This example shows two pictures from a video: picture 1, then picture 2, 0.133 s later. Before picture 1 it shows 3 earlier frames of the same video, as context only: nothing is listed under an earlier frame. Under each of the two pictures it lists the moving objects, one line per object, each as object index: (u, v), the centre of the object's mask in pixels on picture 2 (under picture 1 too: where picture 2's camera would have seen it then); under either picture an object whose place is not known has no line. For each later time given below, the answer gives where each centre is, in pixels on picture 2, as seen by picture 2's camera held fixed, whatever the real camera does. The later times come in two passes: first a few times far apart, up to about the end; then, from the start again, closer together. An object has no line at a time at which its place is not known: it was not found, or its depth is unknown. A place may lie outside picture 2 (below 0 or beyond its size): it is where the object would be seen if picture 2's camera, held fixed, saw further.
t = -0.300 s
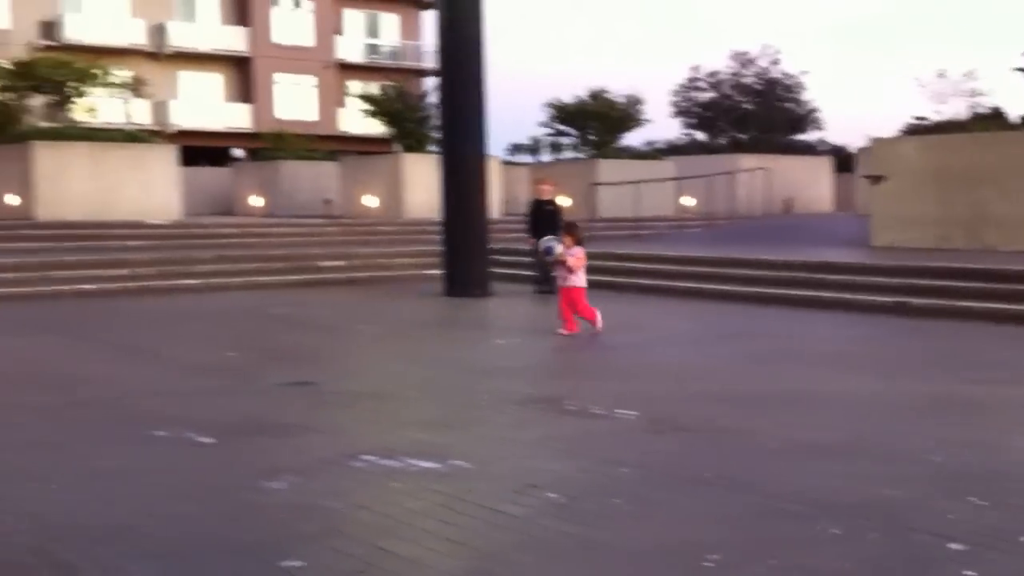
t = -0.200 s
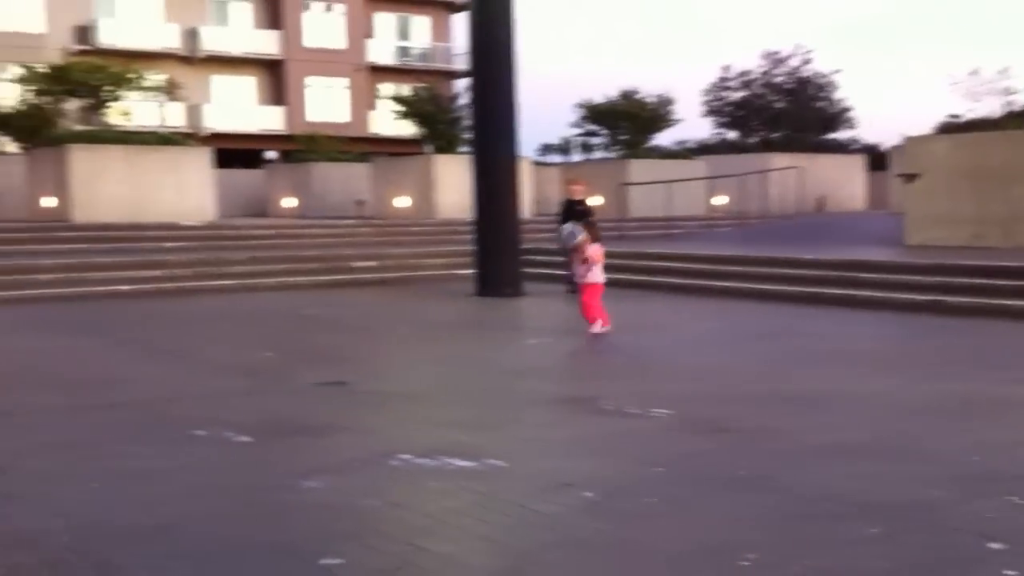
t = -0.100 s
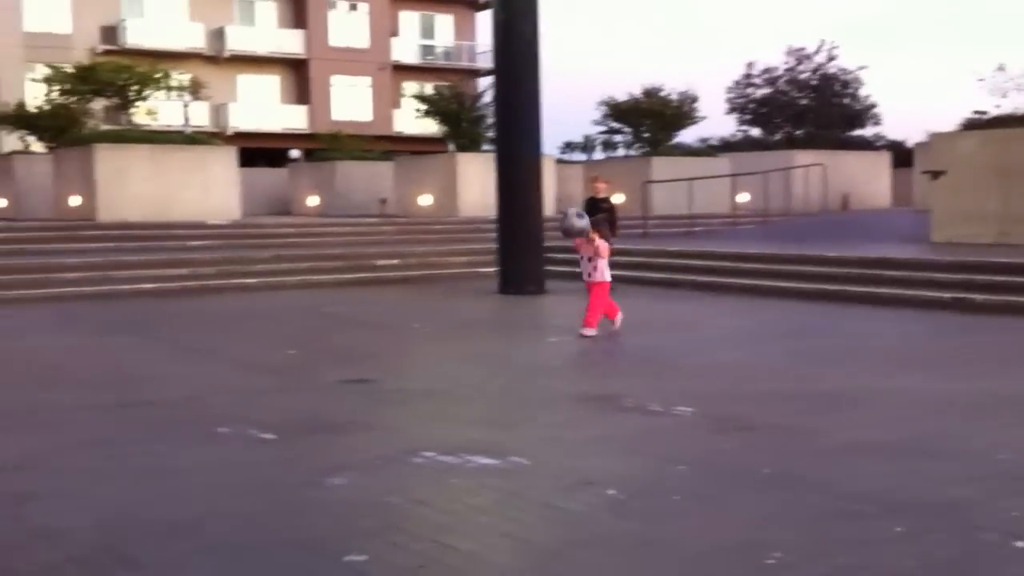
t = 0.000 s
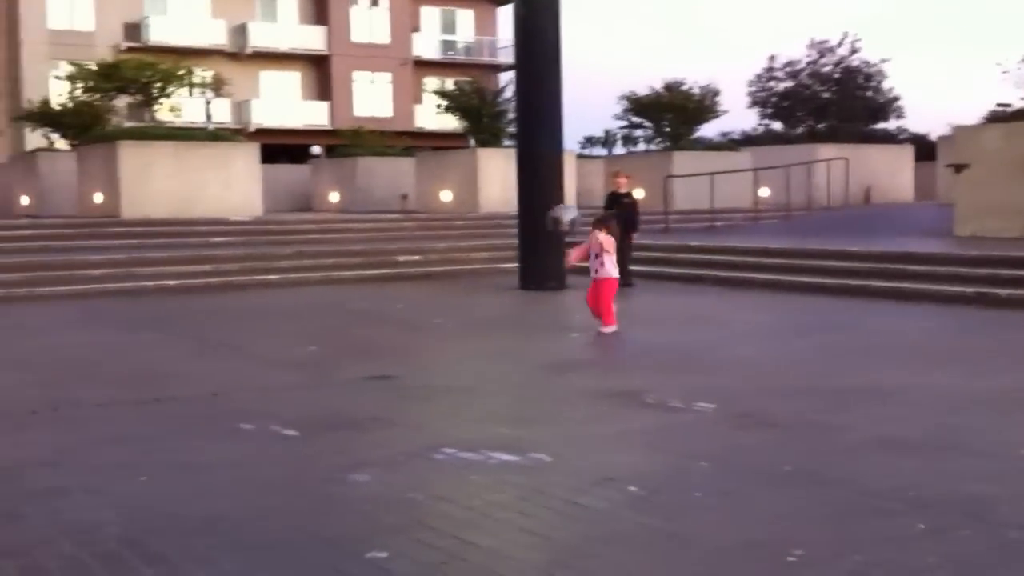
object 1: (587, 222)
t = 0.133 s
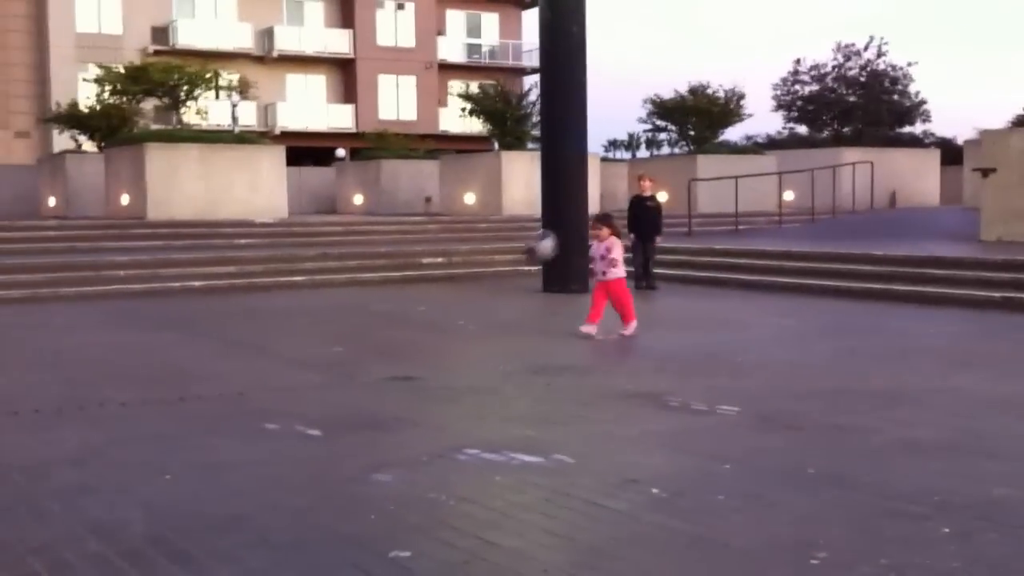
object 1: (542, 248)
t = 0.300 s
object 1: (479, 322)
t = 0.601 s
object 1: (412, 284)
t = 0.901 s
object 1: (346, 350)
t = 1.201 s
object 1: (279, 336)
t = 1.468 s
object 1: (217, 355)
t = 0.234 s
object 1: (504, 288)
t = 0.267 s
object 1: (490, 302)
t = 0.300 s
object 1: (479, 322)
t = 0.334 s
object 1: (465, 342)
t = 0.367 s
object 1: (458, 335)
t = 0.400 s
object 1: (451, 324)
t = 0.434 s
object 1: (445, 313)
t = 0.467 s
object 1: (438, 305)
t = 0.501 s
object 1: (432, 297)
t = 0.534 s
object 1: (425, 292)
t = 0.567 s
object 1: (419, 287)
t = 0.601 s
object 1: (412, 284)
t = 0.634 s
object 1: (404, 285)
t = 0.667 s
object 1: (397, 286)
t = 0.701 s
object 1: (390, 289)
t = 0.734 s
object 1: (383, 294)
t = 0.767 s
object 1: (376, 301)
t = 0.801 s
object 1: (368, 311)
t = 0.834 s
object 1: (362, 321)
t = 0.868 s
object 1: (352, 336)
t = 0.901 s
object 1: (346, 350)
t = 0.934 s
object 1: (338, 353)
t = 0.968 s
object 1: (332, 347)
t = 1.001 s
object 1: (324, 338)
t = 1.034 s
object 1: (316, 334)
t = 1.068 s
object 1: (309, 332)
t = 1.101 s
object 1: (302, 330)
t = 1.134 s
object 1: (295, 329)
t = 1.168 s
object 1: (288, 332)
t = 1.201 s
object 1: (279, 336)
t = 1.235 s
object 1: (272, 342)
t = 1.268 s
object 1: (264, 350)
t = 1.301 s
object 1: (256, 361)
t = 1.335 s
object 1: (247, 370)
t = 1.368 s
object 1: (239, 363)
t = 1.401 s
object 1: (232, 357)
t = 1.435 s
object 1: (225, 355)
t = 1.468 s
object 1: (217, 355)
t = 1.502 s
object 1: (210, 356)
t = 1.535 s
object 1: (200, 361)
